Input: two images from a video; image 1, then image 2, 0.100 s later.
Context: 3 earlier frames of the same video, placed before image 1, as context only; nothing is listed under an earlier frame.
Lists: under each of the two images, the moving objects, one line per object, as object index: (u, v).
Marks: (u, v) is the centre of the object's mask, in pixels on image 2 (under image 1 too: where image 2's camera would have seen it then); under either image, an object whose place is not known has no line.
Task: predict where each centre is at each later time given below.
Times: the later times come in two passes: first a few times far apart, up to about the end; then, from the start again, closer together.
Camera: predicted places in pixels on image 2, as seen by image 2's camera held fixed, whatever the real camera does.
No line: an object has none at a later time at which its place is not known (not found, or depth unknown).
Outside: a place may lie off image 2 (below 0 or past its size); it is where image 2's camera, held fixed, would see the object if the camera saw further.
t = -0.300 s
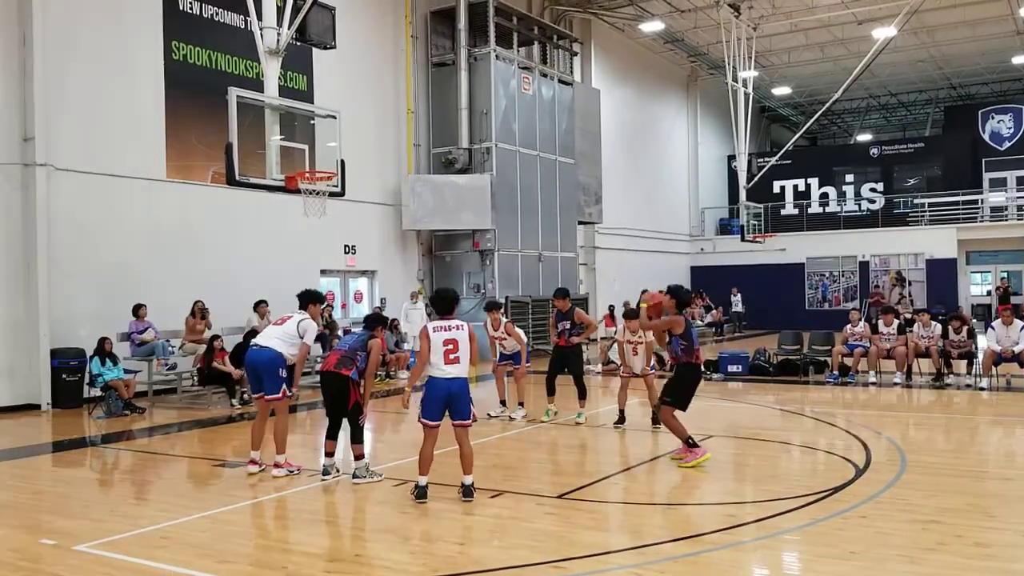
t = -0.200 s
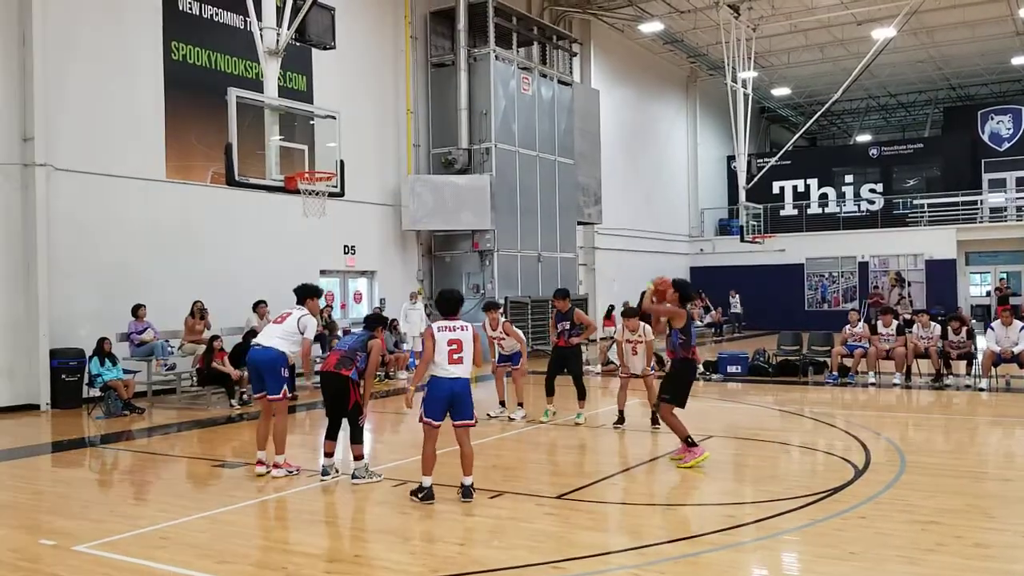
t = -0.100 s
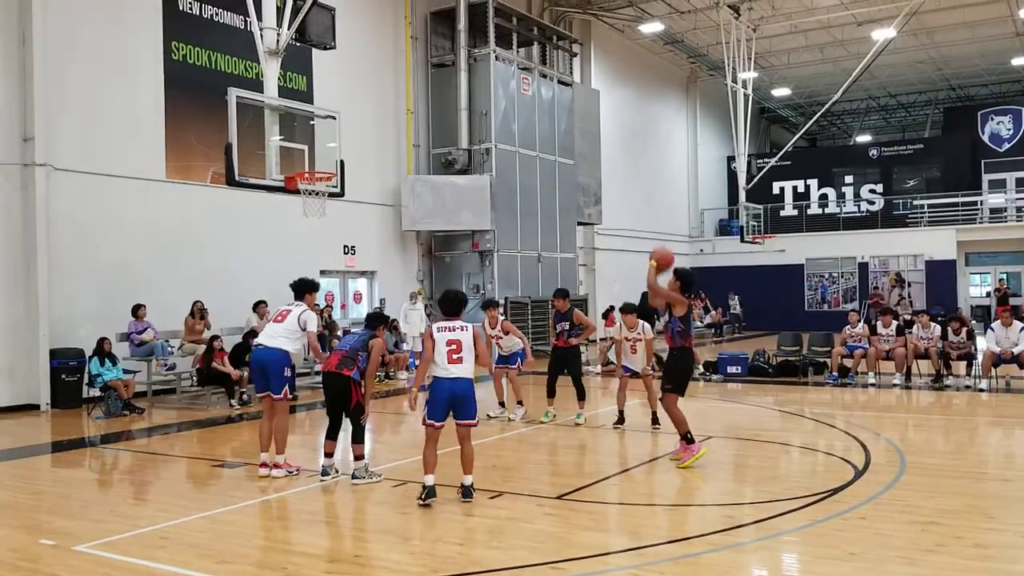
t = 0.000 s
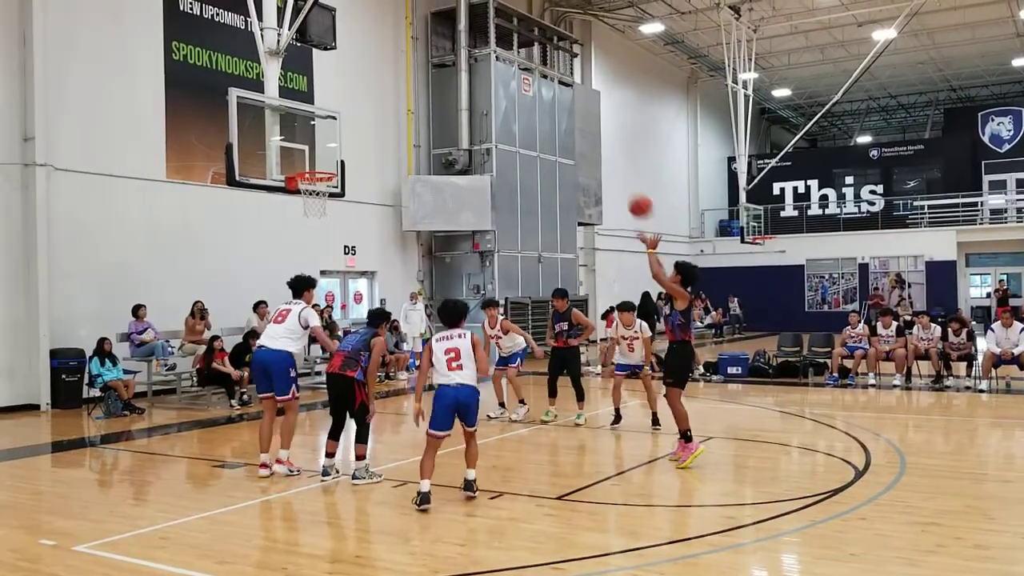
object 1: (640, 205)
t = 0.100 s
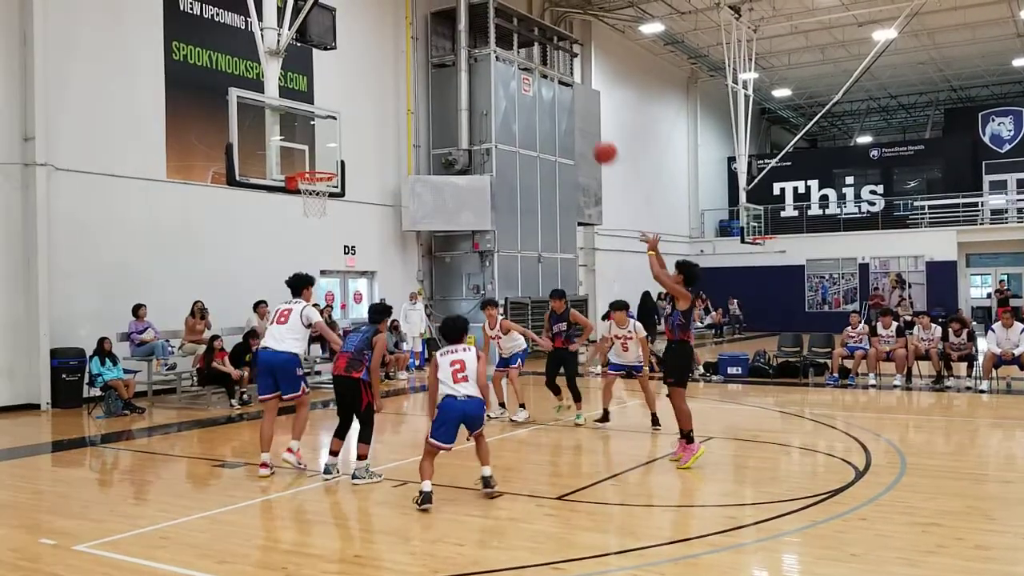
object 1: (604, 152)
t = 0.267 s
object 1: (551, 88)
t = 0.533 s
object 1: (472, 44)
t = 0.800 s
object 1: (400, 65)
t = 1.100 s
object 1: (330, 156)
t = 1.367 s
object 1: (296, 235)
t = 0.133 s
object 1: (593, 137)
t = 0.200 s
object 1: (572, 111)
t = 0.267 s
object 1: (551, 88)
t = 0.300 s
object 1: (540, 79)
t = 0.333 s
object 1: (529, 71)
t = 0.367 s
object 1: (520, 64)
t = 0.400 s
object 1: (509, 57)
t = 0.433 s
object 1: (501, 52)
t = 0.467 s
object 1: (490, 48)
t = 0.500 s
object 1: (481, 45)
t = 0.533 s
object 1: (472, 44)
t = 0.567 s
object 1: (462, 43)
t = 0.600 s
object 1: (452, 43)
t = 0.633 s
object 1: (444, 44)
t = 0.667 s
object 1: (436, 46)
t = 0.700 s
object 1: (427, 49)
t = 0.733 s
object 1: (417, 54)
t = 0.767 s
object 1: (408, 59)
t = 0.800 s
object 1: (400, 65)
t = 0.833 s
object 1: (392, 71)
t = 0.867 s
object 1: (383, 79)
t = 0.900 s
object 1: (375, 87)
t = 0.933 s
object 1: (367, 97)
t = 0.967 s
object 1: (360, 107)
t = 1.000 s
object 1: (352, 118)
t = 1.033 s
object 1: (344, 130)
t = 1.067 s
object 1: (337, 142)
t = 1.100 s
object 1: (330, 156)
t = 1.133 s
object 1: (323, 168)
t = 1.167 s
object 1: (315, 184)
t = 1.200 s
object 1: (309, 197)
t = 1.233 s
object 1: (307, 203)
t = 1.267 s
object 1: (304, 210)
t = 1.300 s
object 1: (301, 218)
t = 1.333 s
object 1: (298, 226)
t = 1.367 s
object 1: (296, 235)
